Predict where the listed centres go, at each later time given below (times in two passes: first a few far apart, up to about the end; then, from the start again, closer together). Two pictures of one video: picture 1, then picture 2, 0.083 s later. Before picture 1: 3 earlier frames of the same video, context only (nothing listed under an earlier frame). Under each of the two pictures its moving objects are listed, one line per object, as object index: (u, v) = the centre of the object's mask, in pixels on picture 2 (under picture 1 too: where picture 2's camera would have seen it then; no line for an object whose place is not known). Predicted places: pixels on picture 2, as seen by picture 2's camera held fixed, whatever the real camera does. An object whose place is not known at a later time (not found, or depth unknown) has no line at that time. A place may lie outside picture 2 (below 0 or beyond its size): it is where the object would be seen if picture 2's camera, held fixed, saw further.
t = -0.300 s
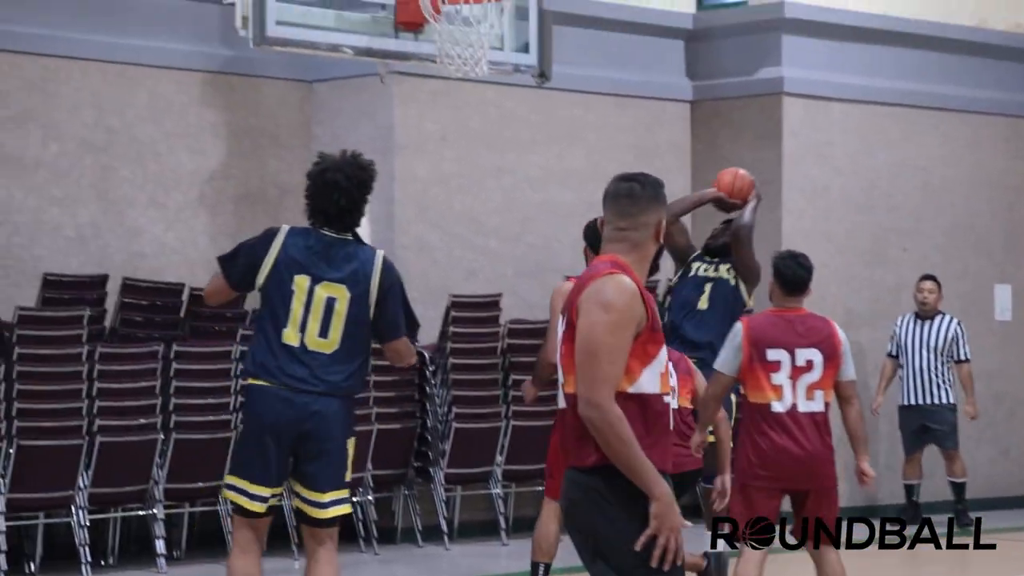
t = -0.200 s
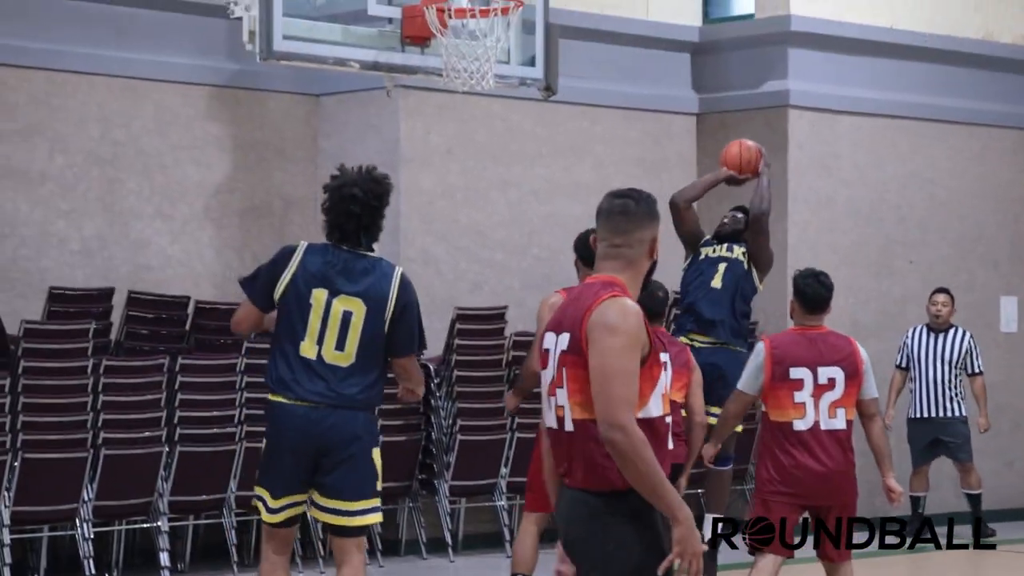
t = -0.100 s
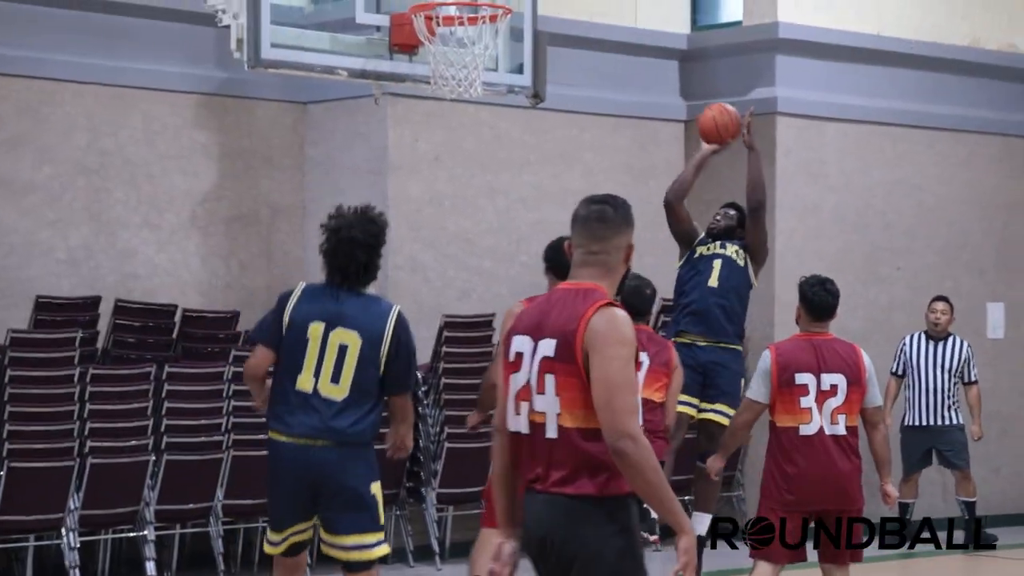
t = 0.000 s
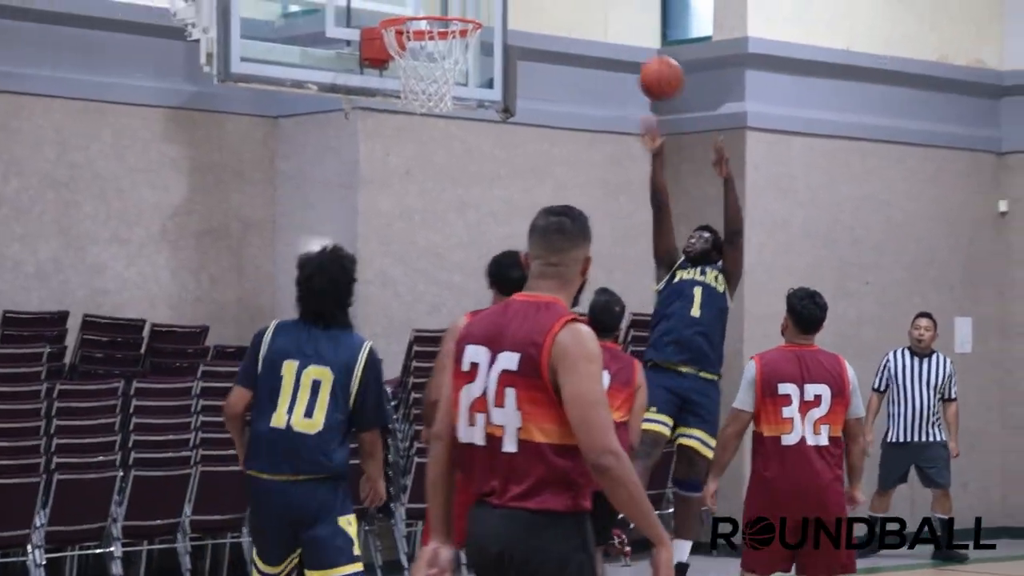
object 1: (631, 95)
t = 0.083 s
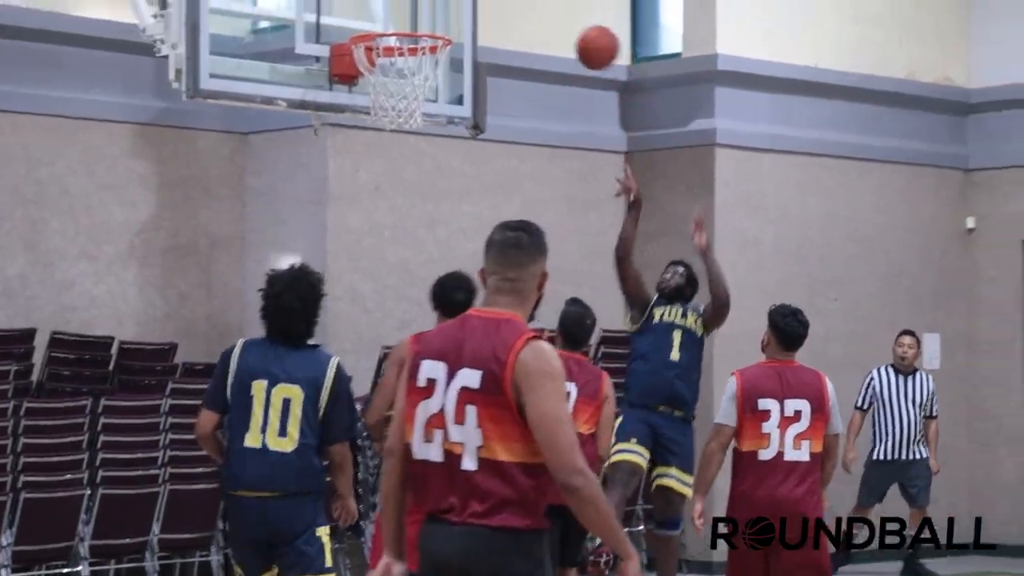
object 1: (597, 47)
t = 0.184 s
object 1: (554, 4)
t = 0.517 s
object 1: (400, 3)
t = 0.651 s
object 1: (403, 40)
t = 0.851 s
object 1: (389, 39)
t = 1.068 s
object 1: (411, 79)
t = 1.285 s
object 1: (374, 158)
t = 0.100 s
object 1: (590, 39)
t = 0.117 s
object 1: (583, 31)
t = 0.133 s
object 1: (576, 23)
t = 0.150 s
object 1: (569, 16)
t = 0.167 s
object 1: (562, 10)
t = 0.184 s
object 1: (554, 4)
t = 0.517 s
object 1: (400, 3)
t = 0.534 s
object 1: (393, 9)
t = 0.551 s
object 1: (385, 13)
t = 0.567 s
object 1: (376, 18)
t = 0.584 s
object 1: (368, 22)
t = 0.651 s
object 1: (403, 40)
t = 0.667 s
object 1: (418, 43)
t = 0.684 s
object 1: (417, 43)
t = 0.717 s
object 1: (401, 42)
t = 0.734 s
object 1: (394, 42)
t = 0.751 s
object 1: (387, 43)
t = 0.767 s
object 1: (378, 44)
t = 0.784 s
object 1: (378, 43)
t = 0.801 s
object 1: (380, 42)
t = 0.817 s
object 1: (384, 39)
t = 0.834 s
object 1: (385, 40)
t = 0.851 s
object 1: (389, 39)
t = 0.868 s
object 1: (390, 40)
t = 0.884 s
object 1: (392, 41)
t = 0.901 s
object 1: (396, 42)
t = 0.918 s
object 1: (399, 44)
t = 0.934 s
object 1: (404, 47)
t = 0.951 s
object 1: (407, 50)
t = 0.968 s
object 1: (410, 53)
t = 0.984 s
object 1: (414, 58)
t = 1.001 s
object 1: (416, 62)
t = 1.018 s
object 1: (415, 65)
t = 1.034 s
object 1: (414, 68)
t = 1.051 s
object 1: (412, 72)
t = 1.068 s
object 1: (411, 79)
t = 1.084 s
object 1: (408, 84)
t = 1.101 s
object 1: (406, 88)
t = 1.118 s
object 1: (403, 95)
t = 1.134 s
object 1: (401, 98)
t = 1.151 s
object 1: (396, 103)
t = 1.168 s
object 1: (394, 108)
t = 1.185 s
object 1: (391, 114)
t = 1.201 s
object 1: (388, 120)
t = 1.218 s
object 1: (385, 131)
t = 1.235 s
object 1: (383, 136)
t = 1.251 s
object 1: (380, 141)
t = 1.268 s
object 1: (377, 149)
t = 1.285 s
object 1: (374, 158)
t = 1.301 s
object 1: (371, 167)
